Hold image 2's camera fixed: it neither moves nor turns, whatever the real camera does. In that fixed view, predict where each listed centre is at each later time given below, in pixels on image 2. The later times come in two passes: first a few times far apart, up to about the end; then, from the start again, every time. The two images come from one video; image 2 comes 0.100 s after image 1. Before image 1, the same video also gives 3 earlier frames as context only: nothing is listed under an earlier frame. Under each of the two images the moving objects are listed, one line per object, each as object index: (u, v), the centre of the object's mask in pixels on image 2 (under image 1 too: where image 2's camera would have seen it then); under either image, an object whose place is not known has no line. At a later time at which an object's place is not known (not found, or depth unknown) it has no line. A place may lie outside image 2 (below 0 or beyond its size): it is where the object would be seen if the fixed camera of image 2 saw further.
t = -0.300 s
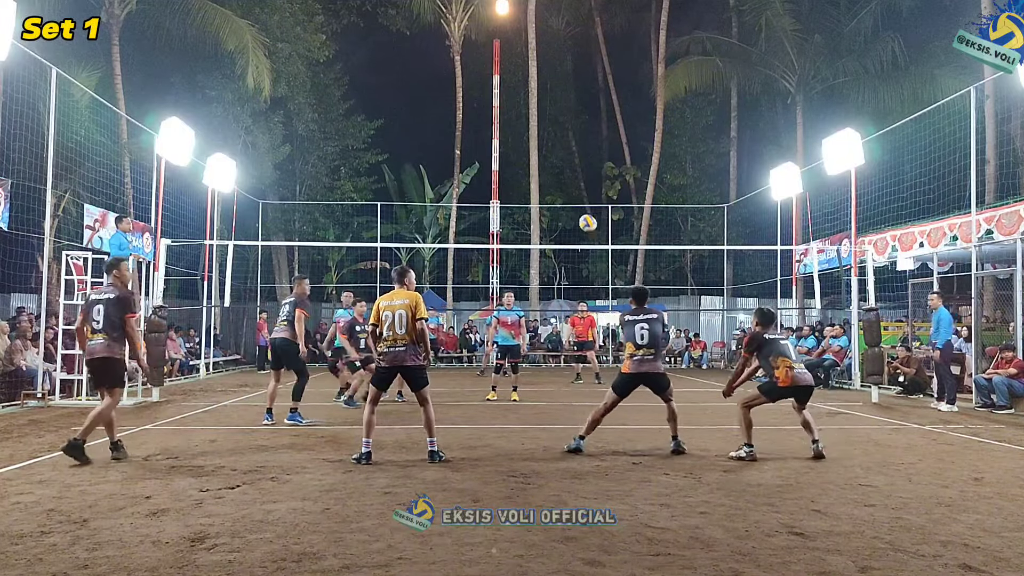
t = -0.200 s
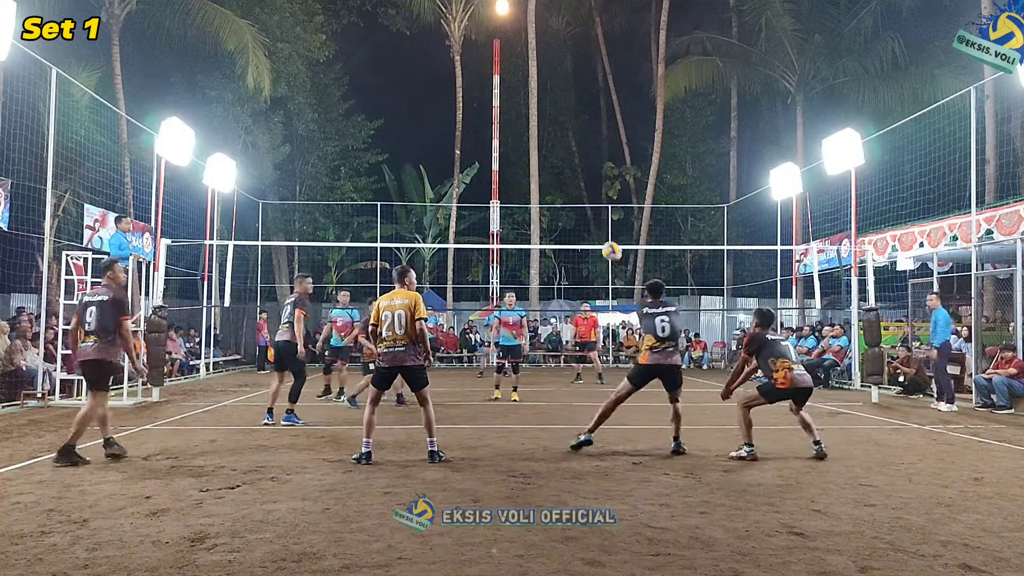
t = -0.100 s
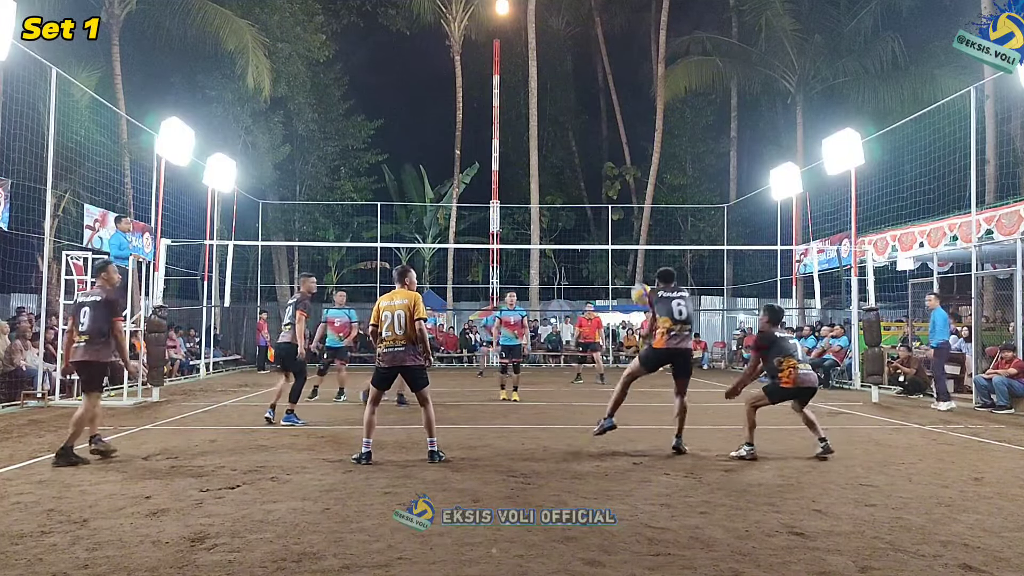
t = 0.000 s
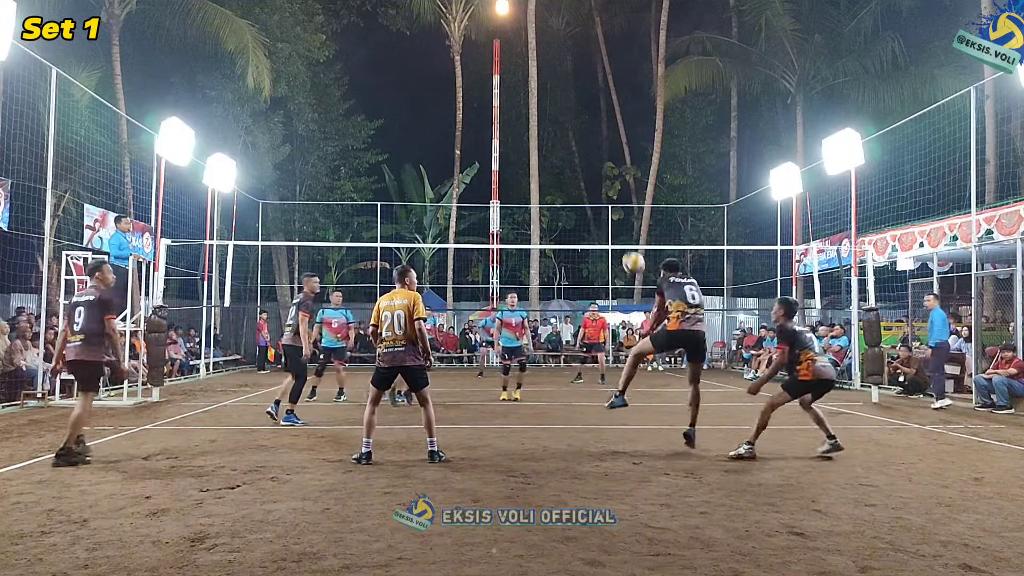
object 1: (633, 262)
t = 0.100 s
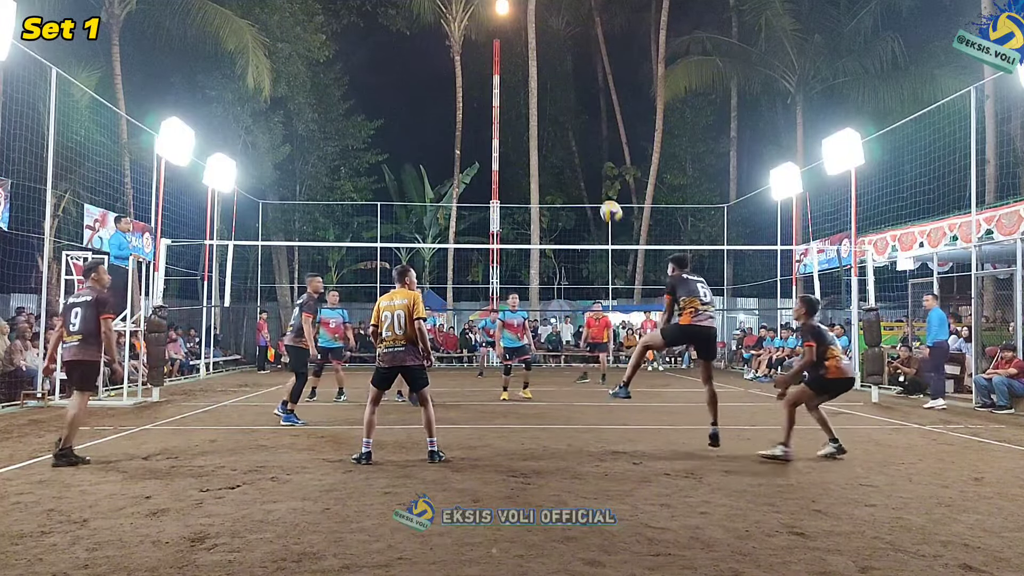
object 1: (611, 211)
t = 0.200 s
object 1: (590, 173)
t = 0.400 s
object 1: (552, 127)
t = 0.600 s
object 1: (518, 117)
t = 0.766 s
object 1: (491, 133)
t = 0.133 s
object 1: (603, 197)
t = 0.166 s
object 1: (597, 185)
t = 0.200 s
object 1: (590, 173)
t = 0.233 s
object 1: (583, 162)
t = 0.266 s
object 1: (576, 153)
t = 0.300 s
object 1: (570, 145)
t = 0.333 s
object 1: (564, 138)
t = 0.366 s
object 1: (558, 132)
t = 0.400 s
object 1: (552, 127)
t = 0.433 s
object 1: (546, 123)
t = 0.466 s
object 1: (540, 120)
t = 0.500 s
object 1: (534, 118)
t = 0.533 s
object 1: (528, 117)
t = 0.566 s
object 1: (523, 117)
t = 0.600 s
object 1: (518, 117)
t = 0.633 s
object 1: (512, 119)
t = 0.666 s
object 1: (507, 121)
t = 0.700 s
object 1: (502, 125)
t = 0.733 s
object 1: (497, 128)
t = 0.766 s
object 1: (491, 133)
